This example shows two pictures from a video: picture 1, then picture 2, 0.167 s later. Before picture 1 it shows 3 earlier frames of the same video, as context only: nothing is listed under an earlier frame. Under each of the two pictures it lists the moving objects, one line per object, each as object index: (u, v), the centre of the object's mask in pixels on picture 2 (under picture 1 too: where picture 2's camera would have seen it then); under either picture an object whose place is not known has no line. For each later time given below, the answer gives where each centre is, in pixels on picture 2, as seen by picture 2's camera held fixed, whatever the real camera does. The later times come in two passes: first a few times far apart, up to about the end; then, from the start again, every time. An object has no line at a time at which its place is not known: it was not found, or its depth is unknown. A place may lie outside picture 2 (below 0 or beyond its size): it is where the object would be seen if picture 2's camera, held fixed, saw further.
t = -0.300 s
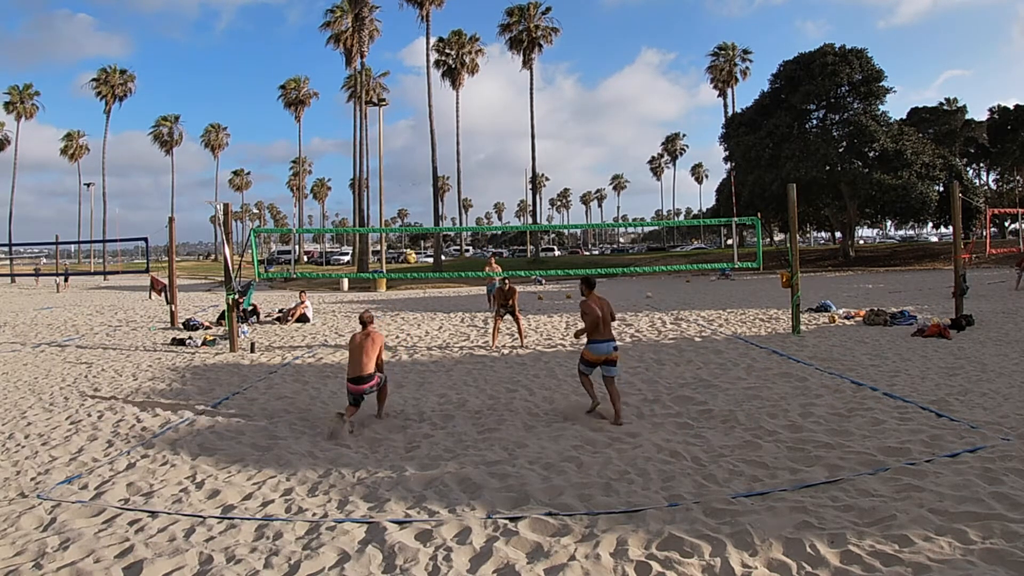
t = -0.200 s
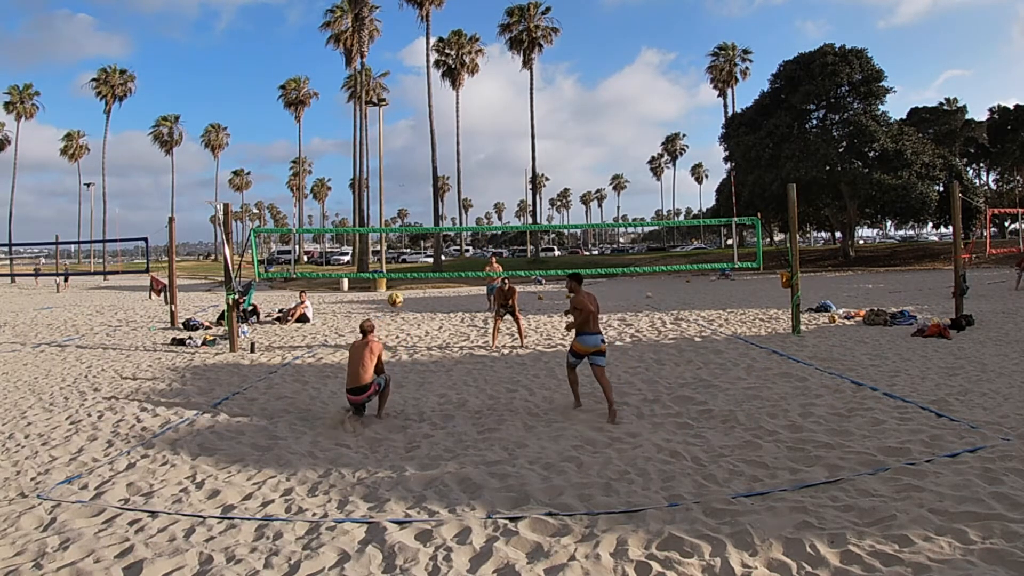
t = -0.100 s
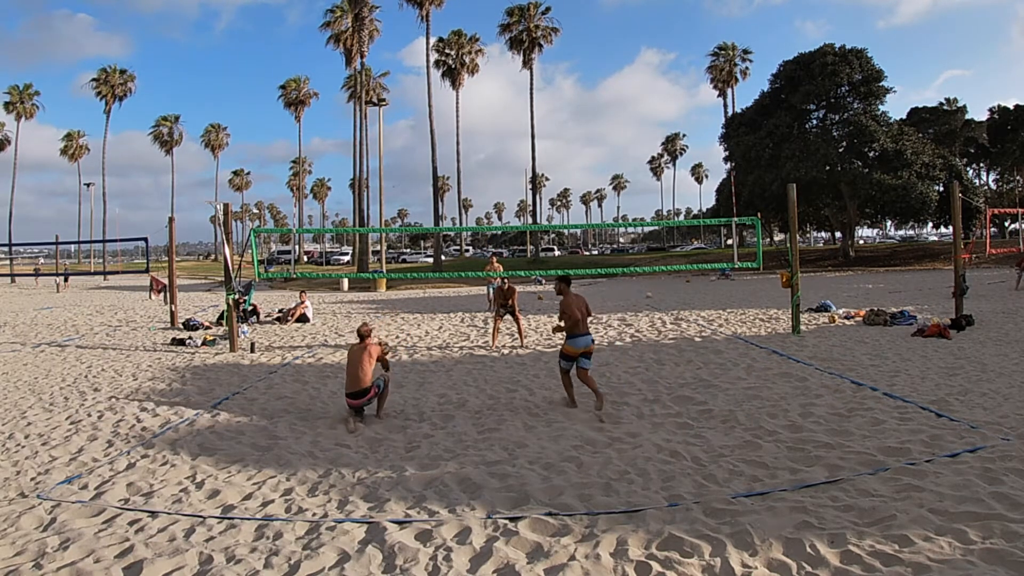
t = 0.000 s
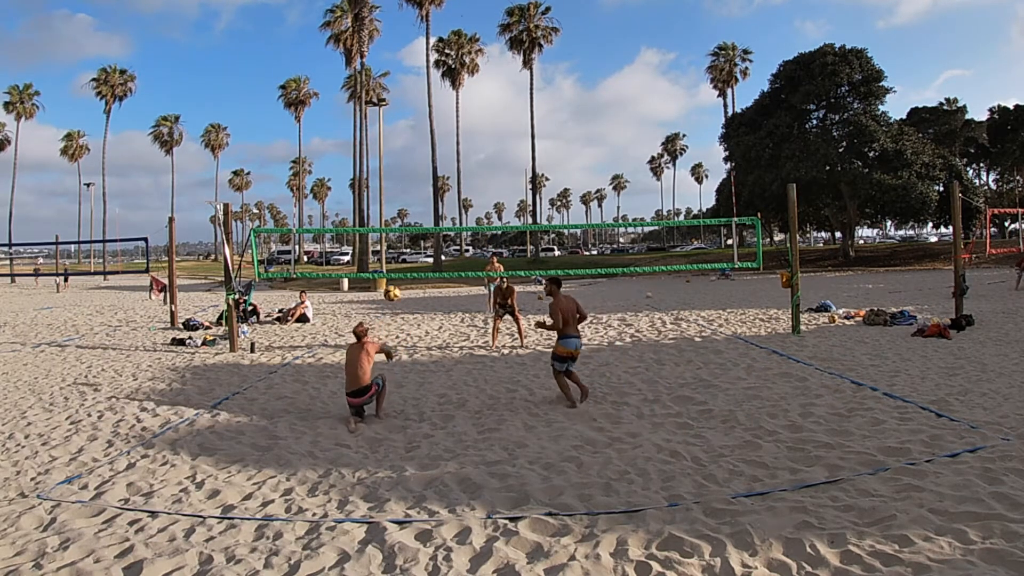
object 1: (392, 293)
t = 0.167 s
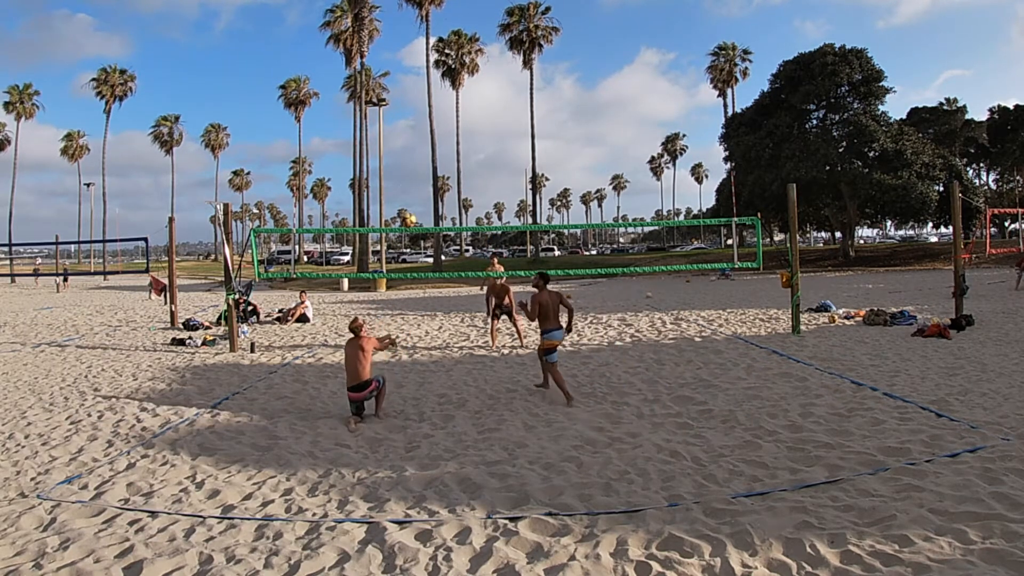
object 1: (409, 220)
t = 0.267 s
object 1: (417, 187)
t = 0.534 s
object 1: (442, 139)
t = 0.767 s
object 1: (463, 138)
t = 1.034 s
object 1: (485, 181)
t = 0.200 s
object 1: (411, 208)
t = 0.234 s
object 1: (414, 197)
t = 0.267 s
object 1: (417, 187)
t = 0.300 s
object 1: (420, 179)
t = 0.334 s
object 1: (423, 170)
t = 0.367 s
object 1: (426, 163)
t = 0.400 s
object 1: (430, 157)
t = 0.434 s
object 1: (432, 151)
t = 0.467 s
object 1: (436, 146)
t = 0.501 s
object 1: (439, 142)
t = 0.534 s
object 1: (442, 139)
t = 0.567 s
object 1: (445, 136)
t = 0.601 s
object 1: (447, 135)
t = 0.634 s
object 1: (451, 134)
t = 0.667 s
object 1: (453, 134)
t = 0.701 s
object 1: (457, 134)
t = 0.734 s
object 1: (459, 136)
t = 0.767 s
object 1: (463, 138)
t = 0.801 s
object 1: (466, 141)
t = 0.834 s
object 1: (468, 145)
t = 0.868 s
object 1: (471, 149)
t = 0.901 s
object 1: (474, 154)
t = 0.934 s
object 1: (477, 160)
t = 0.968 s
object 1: (480, 166)
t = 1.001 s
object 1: (483, 173)
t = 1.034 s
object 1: (485, 181)
